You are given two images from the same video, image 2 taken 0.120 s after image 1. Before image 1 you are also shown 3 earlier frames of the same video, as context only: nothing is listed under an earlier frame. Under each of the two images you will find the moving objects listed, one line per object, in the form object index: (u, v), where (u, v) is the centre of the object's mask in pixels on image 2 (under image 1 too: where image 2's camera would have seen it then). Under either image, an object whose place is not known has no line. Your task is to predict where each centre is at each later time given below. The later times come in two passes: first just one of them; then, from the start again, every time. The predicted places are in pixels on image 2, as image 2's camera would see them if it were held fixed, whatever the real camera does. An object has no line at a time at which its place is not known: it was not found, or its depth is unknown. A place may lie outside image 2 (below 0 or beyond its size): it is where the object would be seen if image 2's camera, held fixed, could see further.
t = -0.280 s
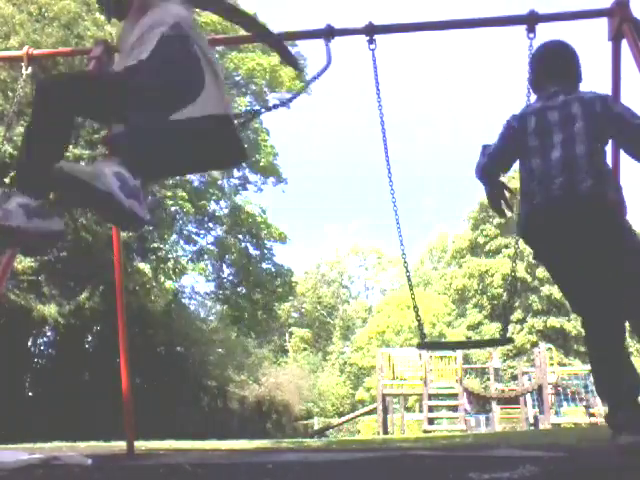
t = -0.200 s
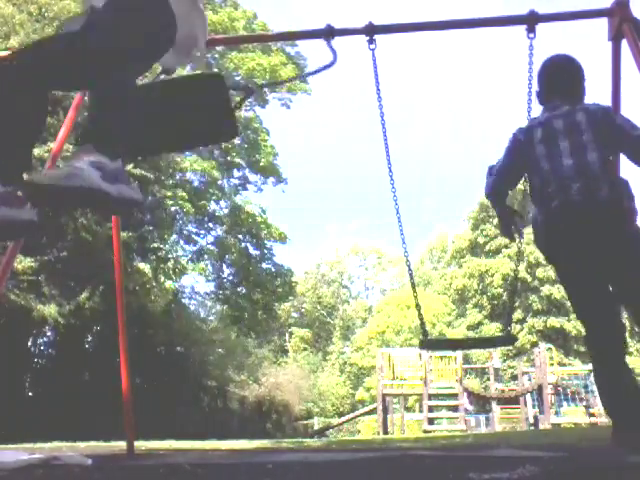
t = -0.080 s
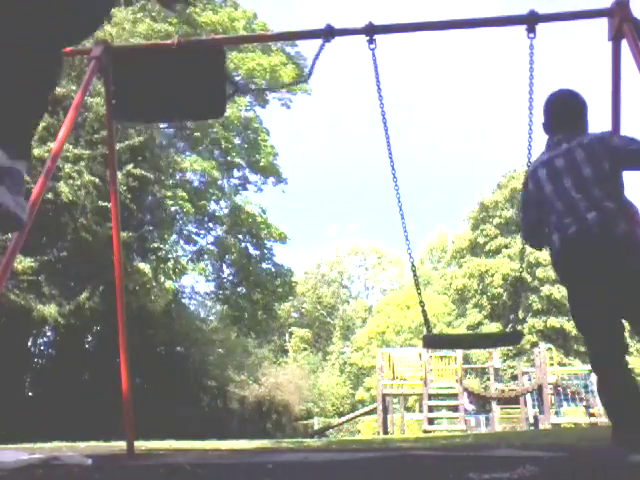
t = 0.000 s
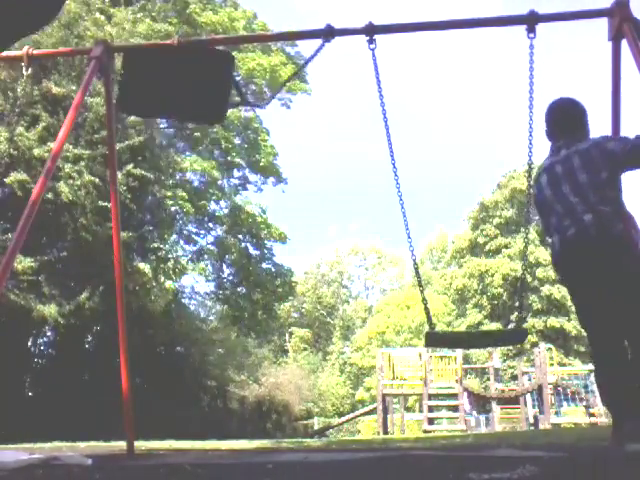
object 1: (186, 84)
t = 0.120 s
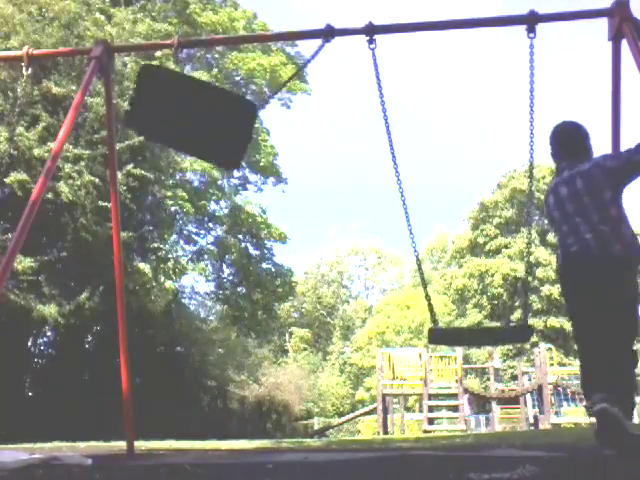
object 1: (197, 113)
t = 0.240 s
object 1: (210, 182)
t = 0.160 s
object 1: (203, 131)
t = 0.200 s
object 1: (210, 152)
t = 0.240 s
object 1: (210, 182)
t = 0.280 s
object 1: (215, 214)
